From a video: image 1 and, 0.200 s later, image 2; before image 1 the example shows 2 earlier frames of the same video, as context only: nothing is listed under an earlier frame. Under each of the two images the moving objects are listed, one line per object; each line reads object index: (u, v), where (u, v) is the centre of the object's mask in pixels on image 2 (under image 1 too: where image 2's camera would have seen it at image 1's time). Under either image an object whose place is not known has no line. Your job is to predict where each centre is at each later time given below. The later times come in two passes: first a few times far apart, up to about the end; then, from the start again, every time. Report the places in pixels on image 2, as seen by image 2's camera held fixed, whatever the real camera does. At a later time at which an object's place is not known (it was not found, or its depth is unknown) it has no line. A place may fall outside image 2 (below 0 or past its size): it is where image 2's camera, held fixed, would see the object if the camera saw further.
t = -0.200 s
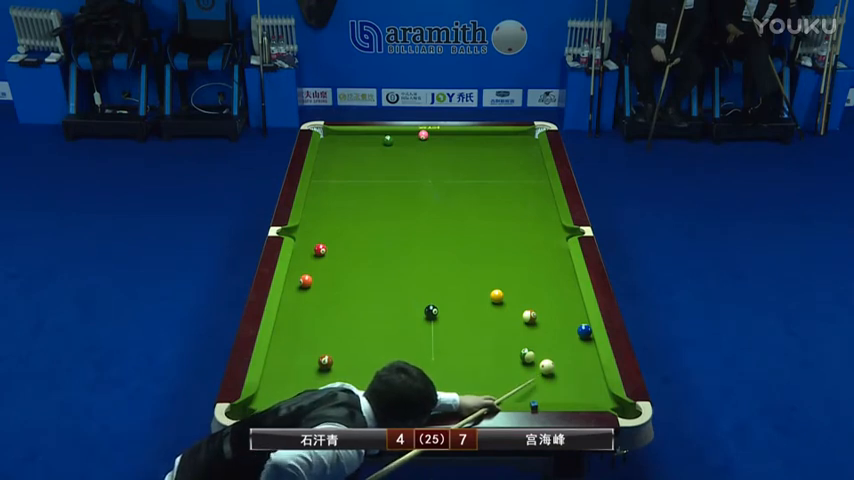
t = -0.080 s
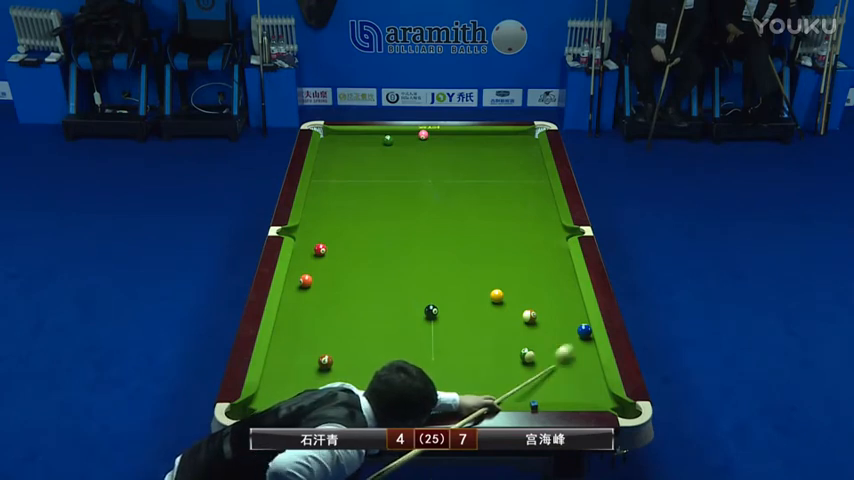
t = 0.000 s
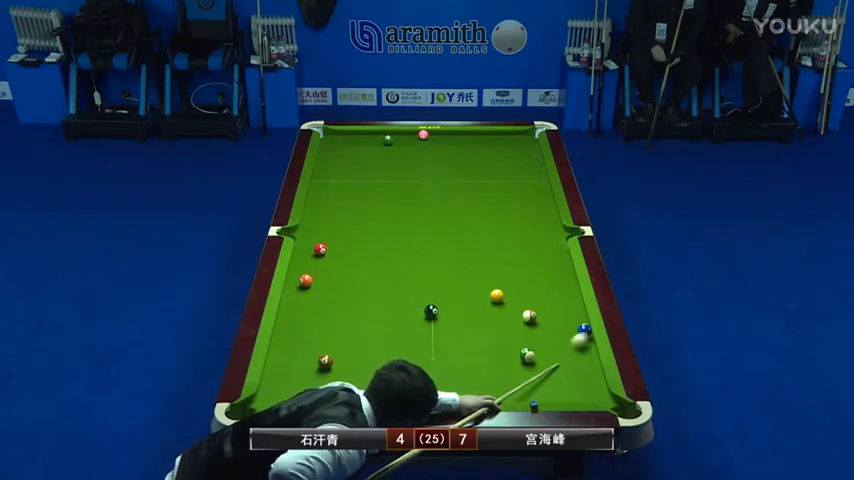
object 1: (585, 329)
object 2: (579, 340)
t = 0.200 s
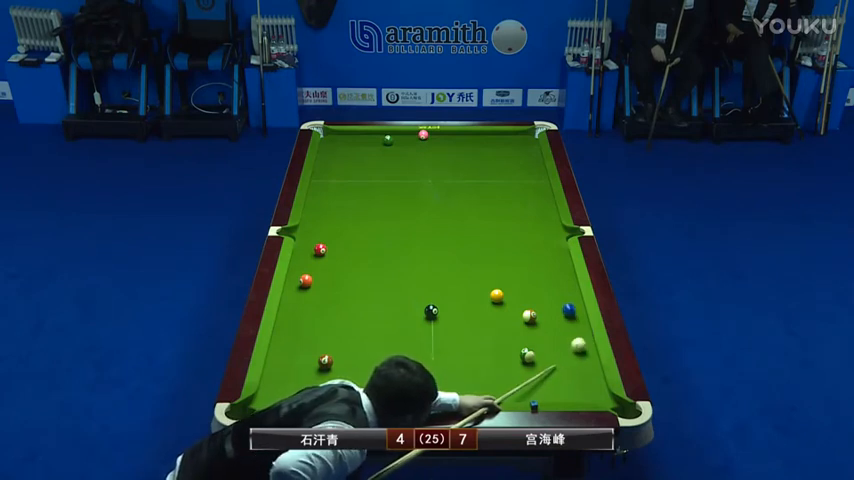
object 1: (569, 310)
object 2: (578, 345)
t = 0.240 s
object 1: (566, 307)
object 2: (576, 346)
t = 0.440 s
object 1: (552, 289)
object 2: (565, 353)
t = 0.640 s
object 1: (539, 273)
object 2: (553, 360)
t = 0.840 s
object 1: (527, 258)
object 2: (543, 367)
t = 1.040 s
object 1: (516, 245)
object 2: (532, 373)
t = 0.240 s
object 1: (566, 307)
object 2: (576, 346)
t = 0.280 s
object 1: (563, 303)
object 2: (574, 348)
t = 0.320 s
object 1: (560, 300)
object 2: (572, 349)
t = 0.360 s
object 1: (558, 296)
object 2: (570, 350)
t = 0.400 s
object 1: (555, 292)
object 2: (567, 352)
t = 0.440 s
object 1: (552, 289)
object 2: (565, 353)
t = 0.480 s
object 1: (549, 286)
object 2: (563, 355)
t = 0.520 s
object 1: (546, 283)
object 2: (560, 356)
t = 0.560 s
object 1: (544, 279)
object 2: (558, 357)
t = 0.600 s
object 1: (541, 276)
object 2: (556, 359)
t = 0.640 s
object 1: (539, 273)
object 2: (553, 360)
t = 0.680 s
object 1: (536, 270)
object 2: (551, 362)
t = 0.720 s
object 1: (534, 267)
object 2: (549, 363)
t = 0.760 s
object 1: (532, 264)
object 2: (547, 364)
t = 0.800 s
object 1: (529, 261)
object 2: (545, 366)
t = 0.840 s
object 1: (527, 258)
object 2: (543, 367)
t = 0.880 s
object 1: (525, 255)
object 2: (541, 368)
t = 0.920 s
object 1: (523, 253)
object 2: (539, 370)
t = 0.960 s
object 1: (520, 250)
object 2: (536, 371)
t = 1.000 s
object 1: (518, 248)
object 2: (534, 372)
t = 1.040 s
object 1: (516, 245)
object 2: (532, 373)
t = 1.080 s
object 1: (514, 242)
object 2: (530, 374)
